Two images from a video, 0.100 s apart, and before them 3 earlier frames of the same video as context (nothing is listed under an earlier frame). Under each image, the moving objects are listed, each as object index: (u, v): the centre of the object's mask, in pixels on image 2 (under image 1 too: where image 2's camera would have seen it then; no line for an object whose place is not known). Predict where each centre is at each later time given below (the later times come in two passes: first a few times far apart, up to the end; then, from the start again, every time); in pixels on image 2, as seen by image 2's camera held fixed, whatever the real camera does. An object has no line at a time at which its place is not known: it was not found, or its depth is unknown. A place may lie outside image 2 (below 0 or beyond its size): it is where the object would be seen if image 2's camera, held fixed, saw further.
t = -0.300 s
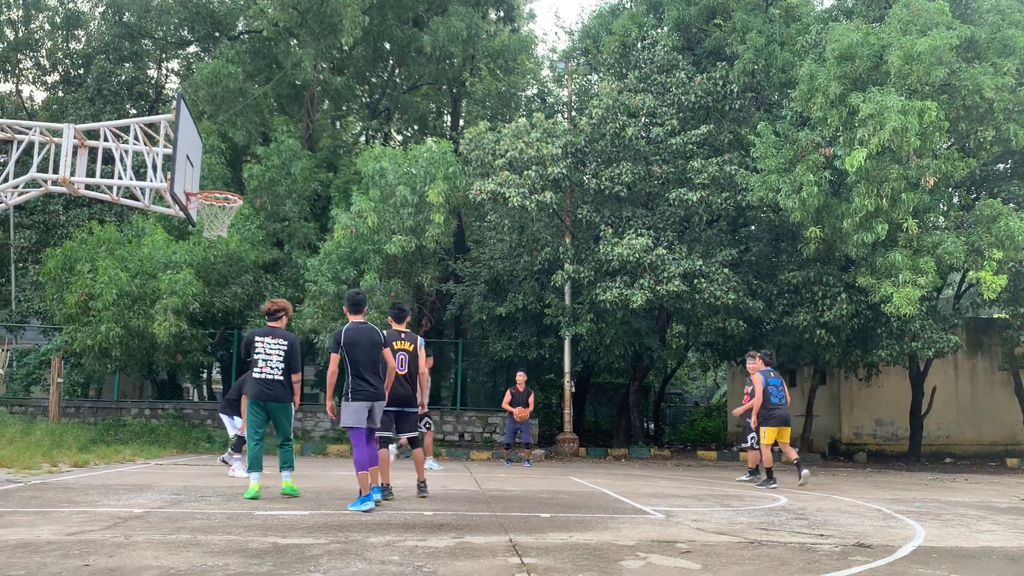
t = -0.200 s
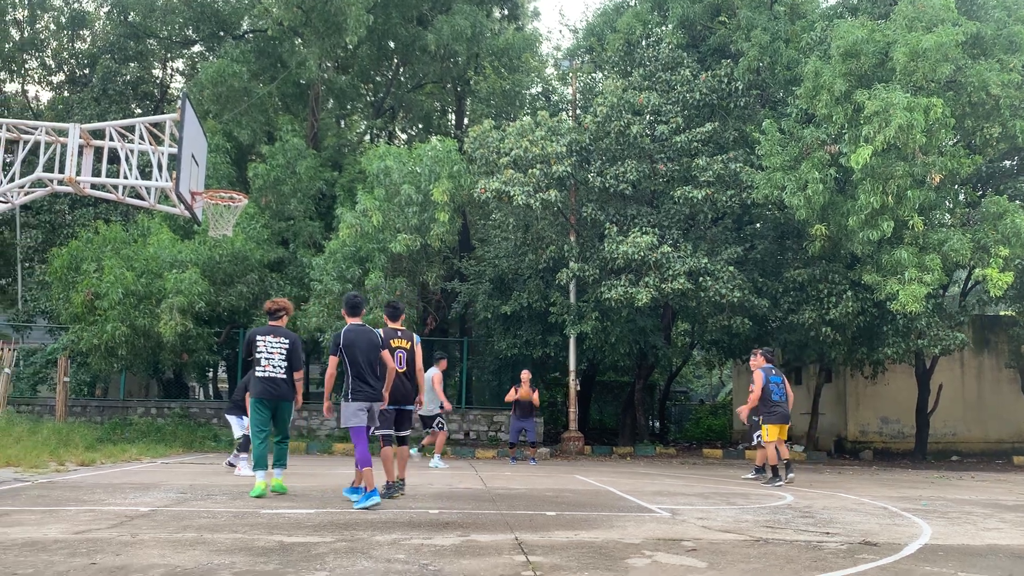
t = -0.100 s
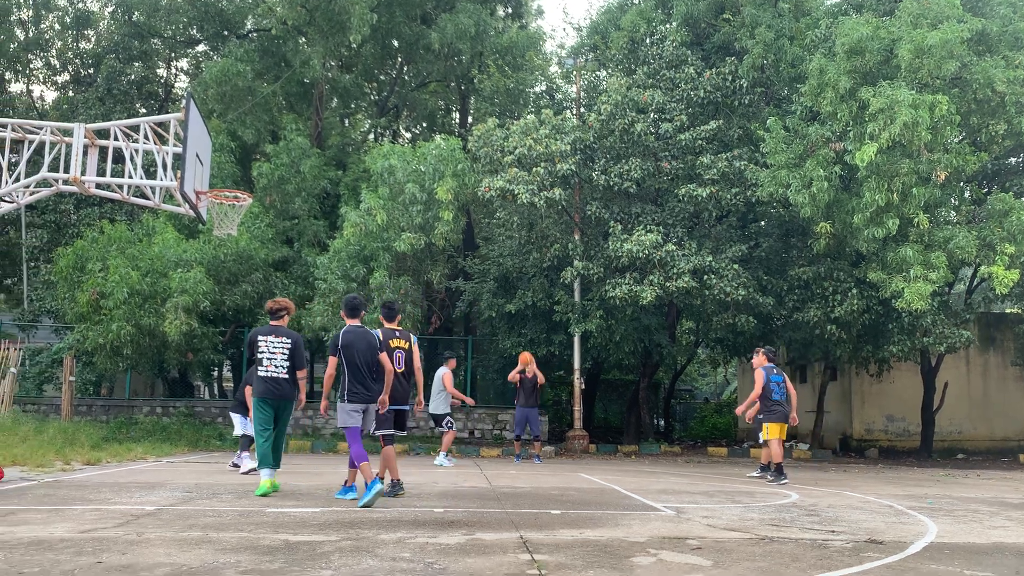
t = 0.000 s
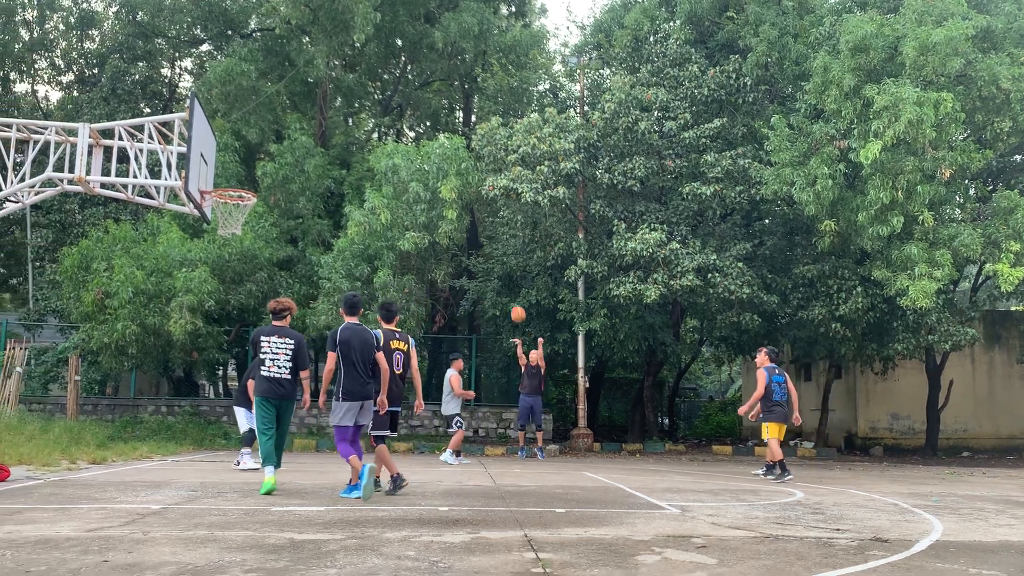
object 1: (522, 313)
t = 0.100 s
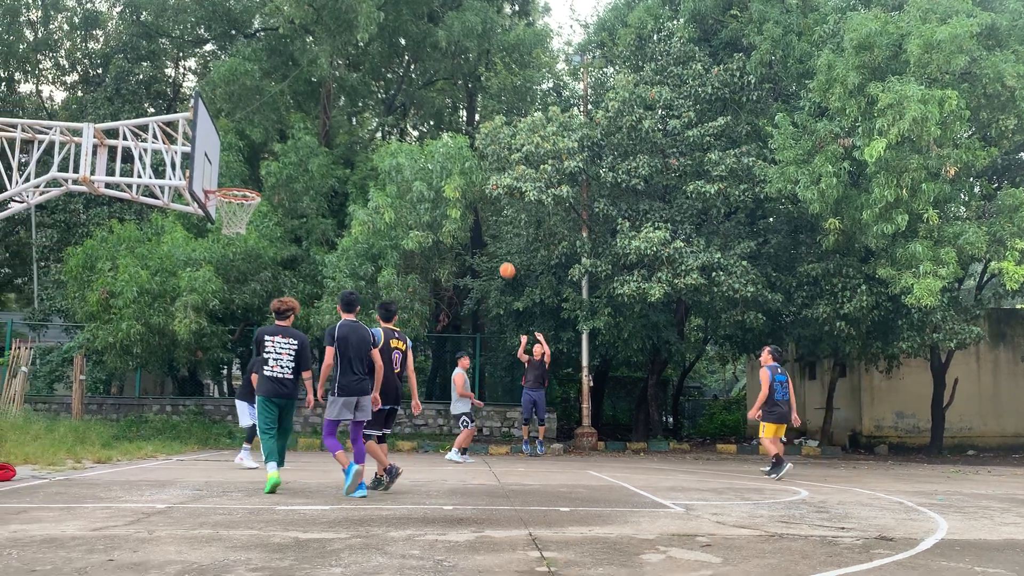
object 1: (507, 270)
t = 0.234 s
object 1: (487, 220)
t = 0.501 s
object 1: (442, 145)
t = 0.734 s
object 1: (397, 111)
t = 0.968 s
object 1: (343, 111)
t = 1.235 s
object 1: (267, 166)
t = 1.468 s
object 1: (244, 143)
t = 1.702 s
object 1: (231, 136)
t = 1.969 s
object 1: (206, 204)
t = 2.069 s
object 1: (192, 257)
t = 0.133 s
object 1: (502, 257)
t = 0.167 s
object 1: (497, 244)
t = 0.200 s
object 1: (491, 232)
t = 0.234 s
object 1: (487, 220)
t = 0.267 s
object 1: (481, 209)
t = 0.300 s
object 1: (476, 198)
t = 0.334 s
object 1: (471, 189)
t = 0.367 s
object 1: (465, 178)
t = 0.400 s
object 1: (459, 169)
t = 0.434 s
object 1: (454, 161)
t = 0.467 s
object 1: (448, 152)
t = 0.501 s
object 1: (442, 145)
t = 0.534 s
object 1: (436, 138)
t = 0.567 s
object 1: (430, 132)
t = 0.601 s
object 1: (424, 126)
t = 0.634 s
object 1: (417, 121)
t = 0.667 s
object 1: (411, 117)
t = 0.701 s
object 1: (404, 114)
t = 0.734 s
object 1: (397, 111)
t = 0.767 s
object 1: (390, 108)
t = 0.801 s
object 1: (383, 107)
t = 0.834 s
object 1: (375, 106)
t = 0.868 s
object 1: (368, 106)
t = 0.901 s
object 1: (360, 106)
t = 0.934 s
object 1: (352, 108)
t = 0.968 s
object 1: (343, 111)
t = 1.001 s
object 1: (335, 115)
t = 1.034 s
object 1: (326, 119)
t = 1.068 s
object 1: (318, 124)
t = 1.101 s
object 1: (308, 130)
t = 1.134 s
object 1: (298, 138)
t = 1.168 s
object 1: (288, 146)
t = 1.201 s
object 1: (278, 155)
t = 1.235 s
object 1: (267, 166)
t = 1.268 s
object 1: (257, 179)
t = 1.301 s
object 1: (252, 176)
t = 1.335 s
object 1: (251, 168)
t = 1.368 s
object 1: (249, 161)
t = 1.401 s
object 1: (248, 155)
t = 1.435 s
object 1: (246, 148)
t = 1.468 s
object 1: (244, 143)
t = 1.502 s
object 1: (243, 139)
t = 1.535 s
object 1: (241, 136)
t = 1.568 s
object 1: (239, 134)
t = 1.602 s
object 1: (237, 133)
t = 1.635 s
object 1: (235, 133)
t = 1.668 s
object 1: (233, 134)
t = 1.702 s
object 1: (231, 136)
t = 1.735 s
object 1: (229, 140)
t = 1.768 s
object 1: (226, 144)
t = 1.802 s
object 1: (224, 150)
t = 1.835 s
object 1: (220, 158)
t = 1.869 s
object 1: (218, 167)
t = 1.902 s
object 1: (214, 177)
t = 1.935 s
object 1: (210, 190)
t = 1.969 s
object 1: (206, 204)
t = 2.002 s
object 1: (202, 221)
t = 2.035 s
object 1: (198, 237)
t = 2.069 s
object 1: (192, 257)
